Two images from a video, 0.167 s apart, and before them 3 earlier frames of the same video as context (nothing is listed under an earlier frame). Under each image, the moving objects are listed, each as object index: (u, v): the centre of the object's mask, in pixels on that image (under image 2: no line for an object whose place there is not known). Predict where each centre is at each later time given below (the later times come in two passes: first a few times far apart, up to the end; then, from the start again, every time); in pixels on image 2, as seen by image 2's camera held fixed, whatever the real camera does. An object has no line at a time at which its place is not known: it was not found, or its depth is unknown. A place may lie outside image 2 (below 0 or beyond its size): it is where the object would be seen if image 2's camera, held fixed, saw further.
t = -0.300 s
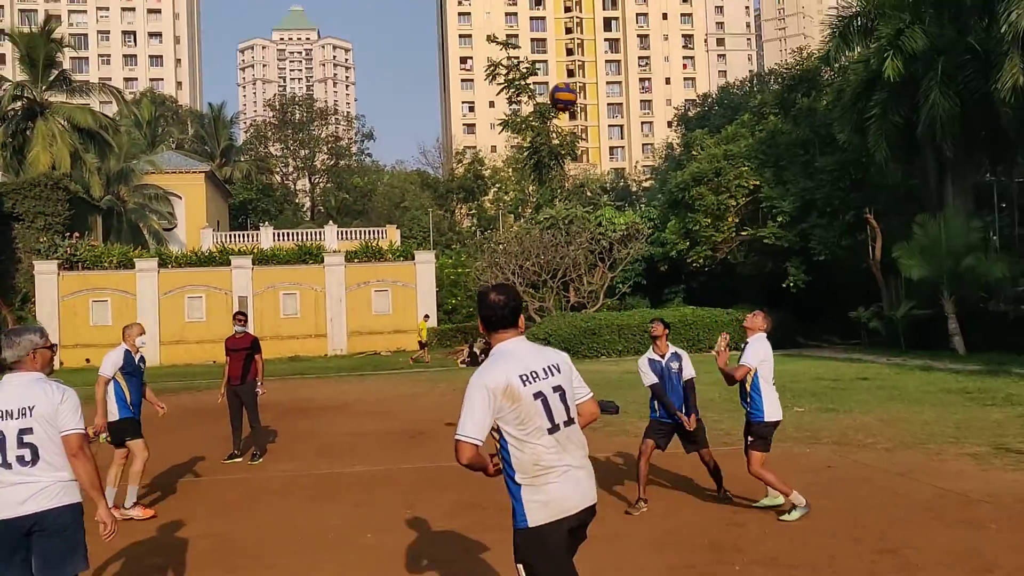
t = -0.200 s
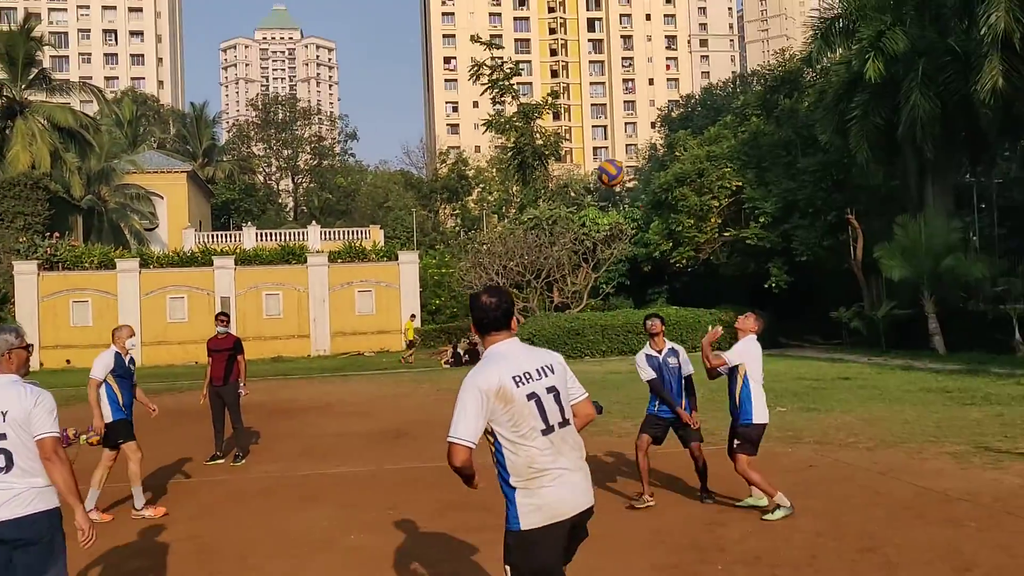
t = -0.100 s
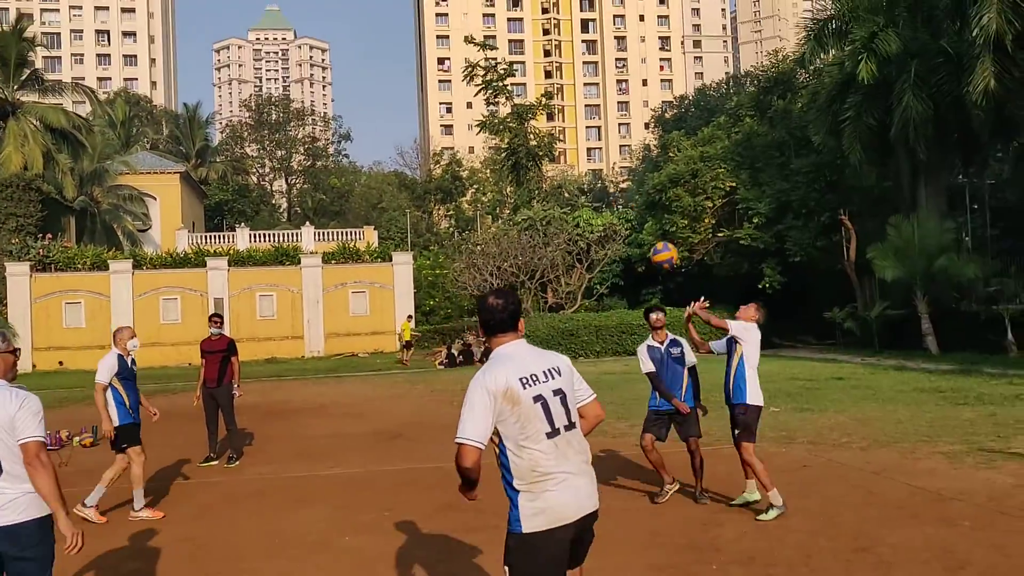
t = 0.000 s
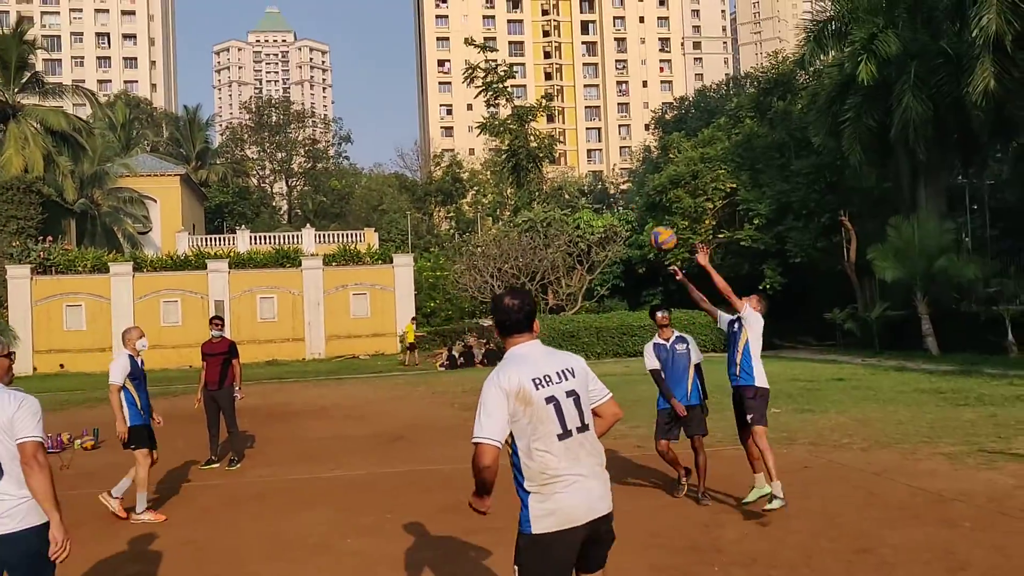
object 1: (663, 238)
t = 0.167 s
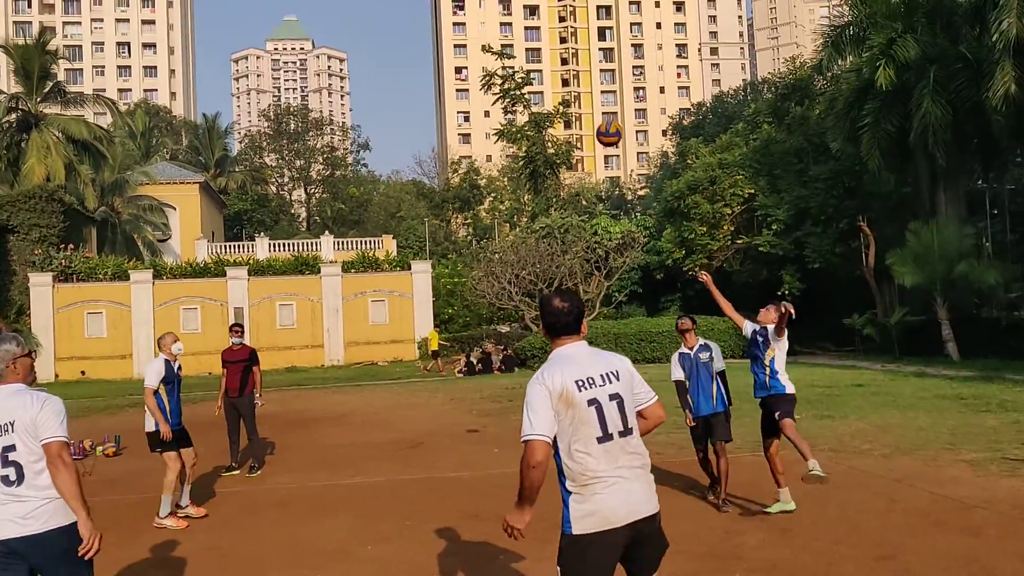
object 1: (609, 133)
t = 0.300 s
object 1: (554, 67)
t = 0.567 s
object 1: (451, -9)
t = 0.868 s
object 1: (337, 3)
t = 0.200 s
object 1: (595, 115)
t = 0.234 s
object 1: (581, 98)
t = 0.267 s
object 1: (567, 82)
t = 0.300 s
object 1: (554, 67)
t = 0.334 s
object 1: (541, 53)
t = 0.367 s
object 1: (528, 40)
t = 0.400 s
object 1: (515, 29)
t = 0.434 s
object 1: (502, 18)
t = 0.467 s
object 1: (489, 10)
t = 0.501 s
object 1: (477, 3)
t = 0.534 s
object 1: (464, -4)
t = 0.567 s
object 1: (451, -9)
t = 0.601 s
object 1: (438, -13)
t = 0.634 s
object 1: (425, -16)
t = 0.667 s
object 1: (413, -17)
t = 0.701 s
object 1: (400, -17)
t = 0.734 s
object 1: (387, -16)
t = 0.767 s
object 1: (375, -14)
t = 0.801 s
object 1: (362, -9)
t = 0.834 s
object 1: (350, -4)
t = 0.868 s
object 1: (337, 3)
